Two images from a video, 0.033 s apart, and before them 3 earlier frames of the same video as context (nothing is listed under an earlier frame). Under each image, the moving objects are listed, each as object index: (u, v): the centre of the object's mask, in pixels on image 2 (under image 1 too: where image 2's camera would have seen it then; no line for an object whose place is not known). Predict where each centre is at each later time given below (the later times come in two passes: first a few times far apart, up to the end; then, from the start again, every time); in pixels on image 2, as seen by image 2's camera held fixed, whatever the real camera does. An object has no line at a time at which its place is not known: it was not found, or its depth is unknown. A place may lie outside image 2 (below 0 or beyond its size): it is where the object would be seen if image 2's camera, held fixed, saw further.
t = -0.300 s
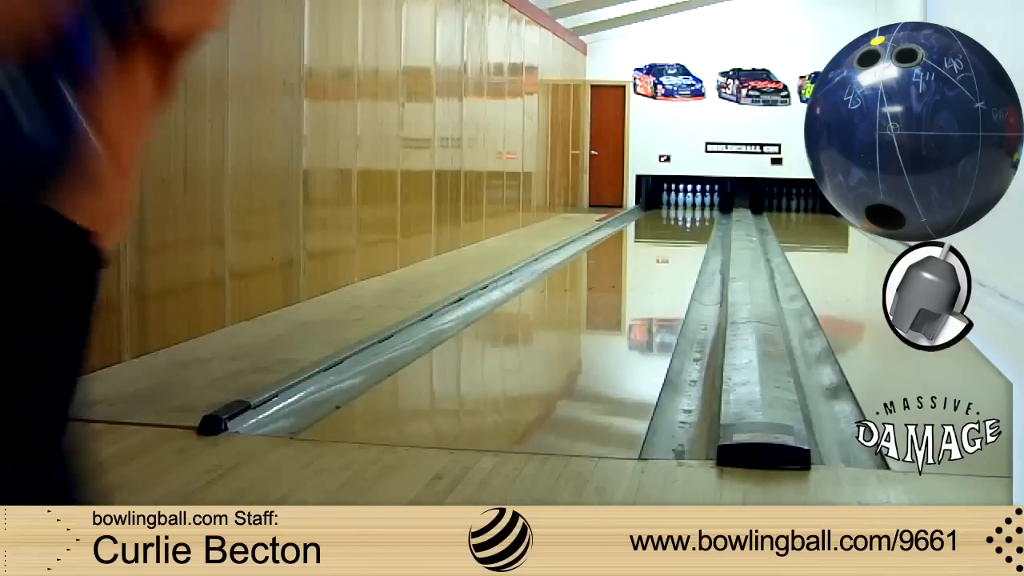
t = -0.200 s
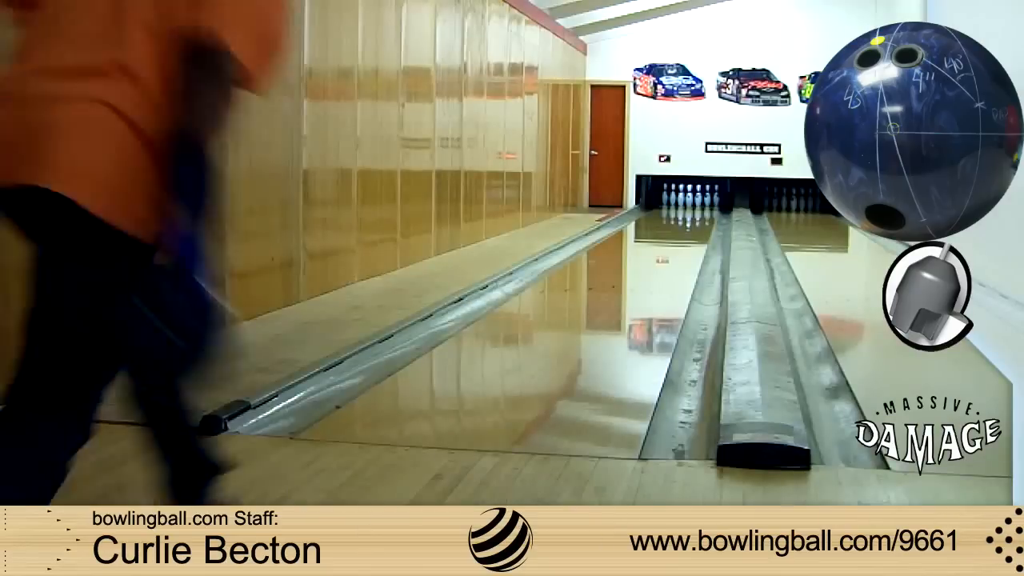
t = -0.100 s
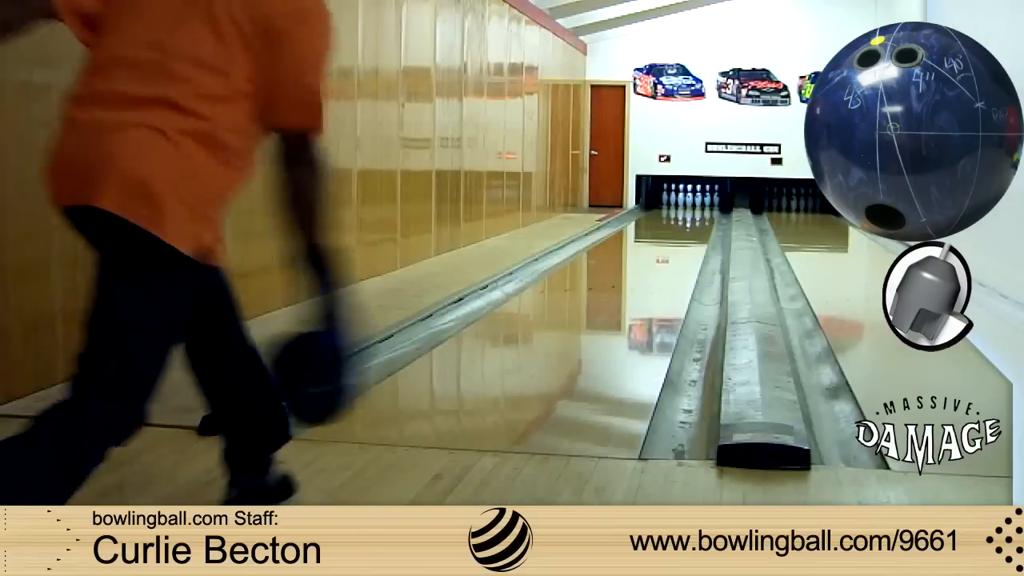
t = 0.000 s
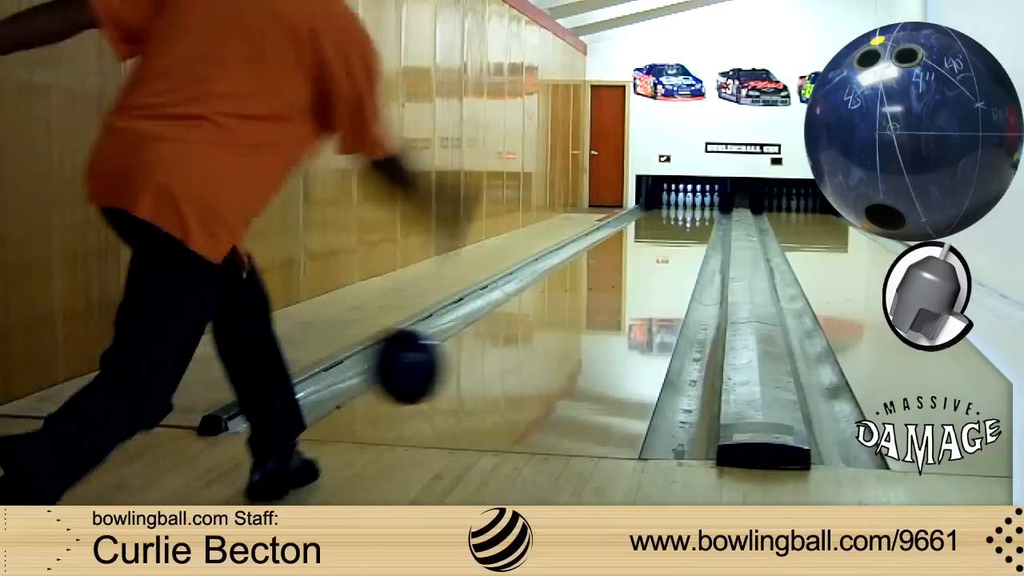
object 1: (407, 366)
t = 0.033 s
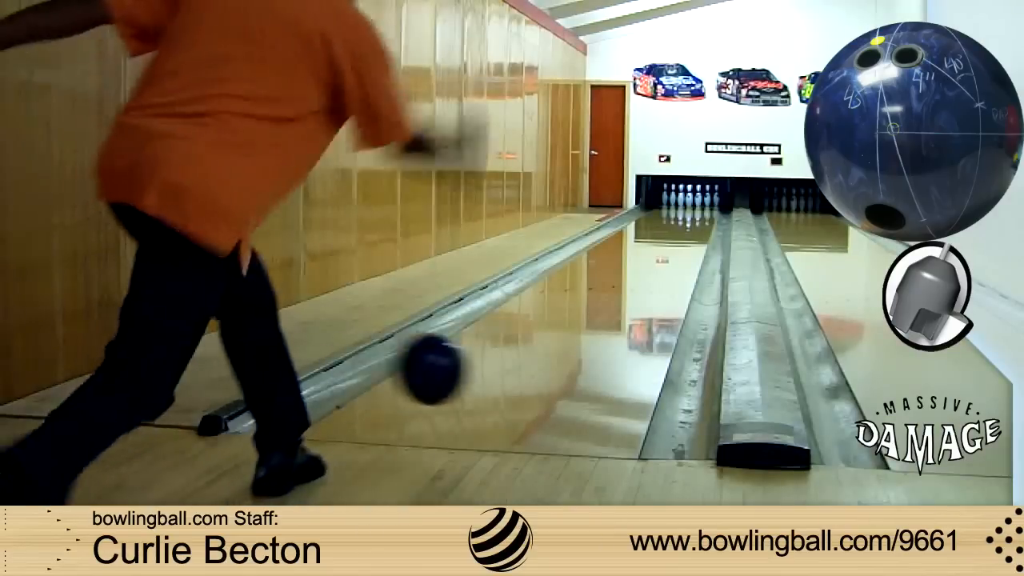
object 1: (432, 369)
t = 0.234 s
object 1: (530, 343)
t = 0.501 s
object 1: (598, 294)
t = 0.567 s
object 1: (610, 286)
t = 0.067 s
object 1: (453, 375)
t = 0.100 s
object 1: (472, 382)
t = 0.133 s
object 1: (490, 369)
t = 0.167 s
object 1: (504, 356)
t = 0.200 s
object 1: (518, 348)
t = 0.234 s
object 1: (530, 343)
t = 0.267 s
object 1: (542, 336)
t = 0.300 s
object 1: (552, 328)
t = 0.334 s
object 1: (561, 321)
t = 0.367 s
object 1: (570, 315)
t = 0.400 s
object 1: (578, 309)
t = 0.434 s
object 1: (585, 304)
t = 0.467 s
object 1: (592, 299)
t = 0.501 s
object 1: (598, 294)
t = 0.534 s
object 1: (605, 290)
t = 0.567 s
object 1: (610, 286)
